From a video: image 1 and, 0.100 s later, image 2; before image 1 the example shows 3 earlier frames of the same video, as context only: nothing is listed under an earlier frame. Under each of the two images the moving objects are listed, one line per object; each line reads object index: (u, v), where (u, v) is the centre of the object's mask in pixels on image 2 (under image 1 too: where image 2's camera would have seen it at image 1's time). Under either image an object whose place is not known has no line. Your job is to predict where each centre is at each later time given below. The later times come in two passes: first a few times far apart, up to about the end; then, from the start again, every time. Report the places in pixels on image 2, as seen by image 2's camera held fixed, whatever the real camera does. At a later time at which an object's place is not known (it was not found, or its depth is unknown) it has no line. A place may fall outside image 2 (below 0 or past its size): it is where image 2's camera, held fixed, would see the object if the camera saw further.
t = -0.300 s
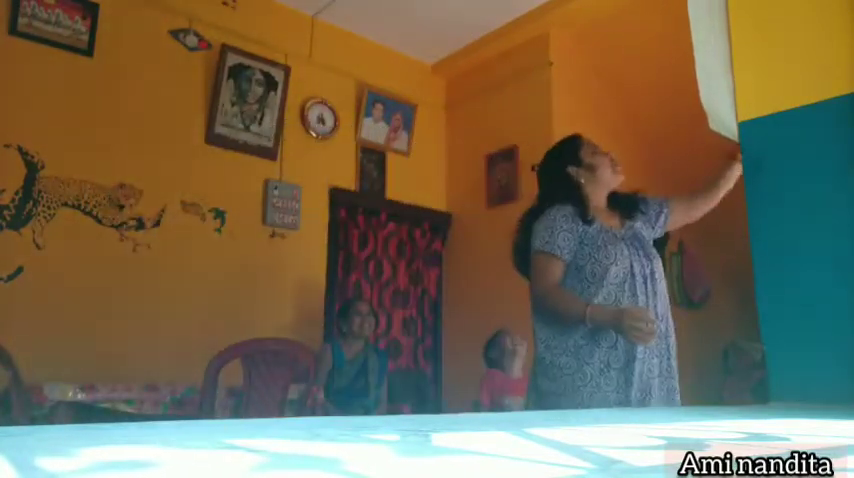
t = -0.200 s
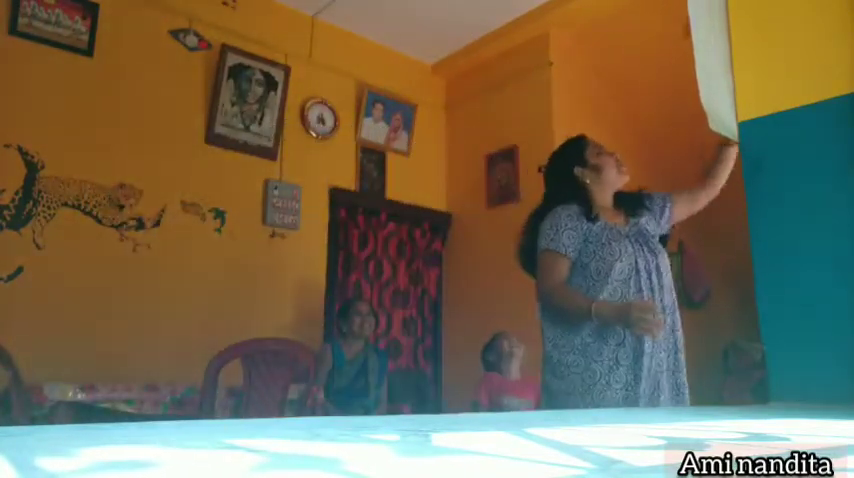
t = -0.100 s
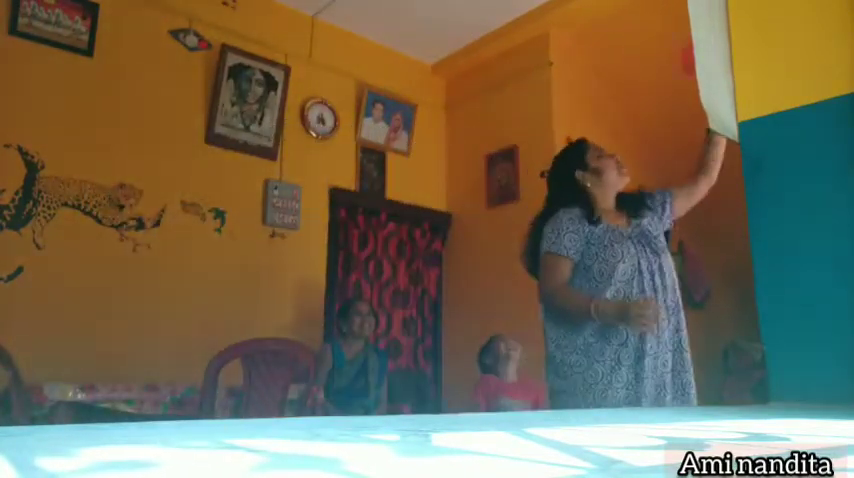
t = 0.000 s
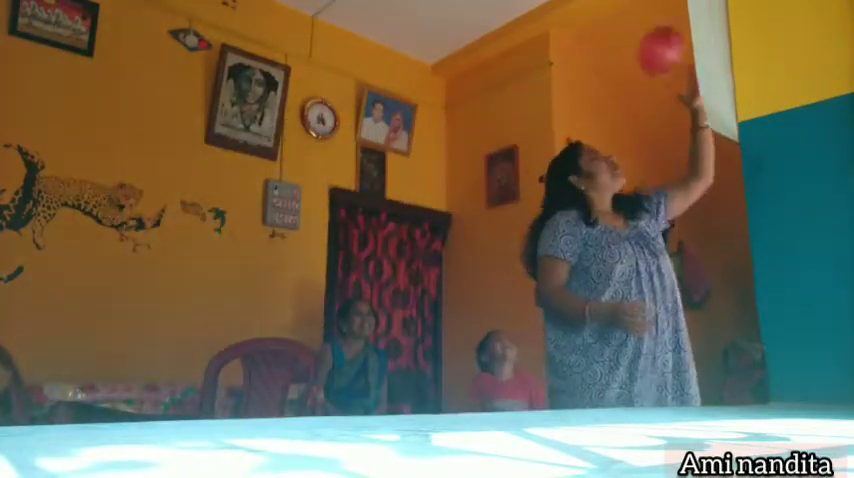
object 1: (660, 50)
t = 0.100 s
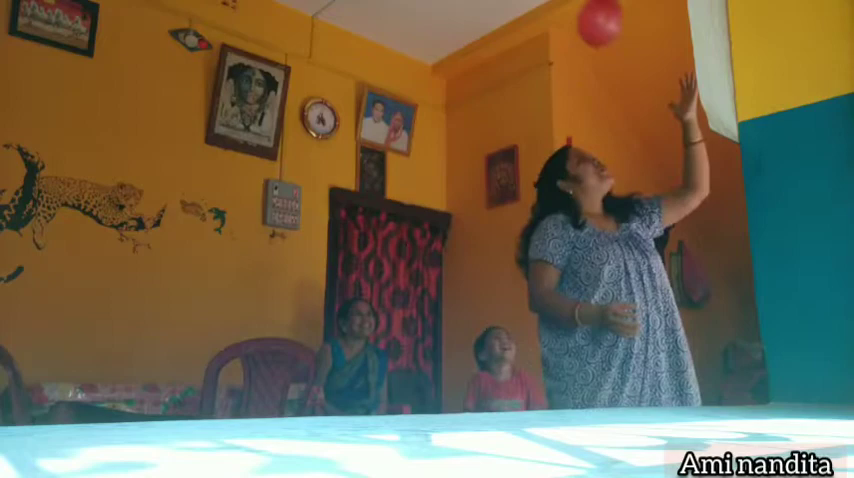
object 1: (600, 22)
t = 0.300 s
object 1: (554, 12)
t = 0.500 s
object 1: (537, 28)
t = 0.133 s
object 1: (586, 18)
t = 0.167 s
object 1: (575, 16)
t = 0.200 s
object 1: (567, 14)
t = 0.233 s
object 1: (561, 12)
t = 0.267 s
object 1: (557, 12)
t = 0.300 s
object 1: (554, 12)
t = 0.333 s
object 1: (550, 13)
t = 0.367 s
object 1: (548, 14)
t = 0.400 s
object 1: (545, 16)
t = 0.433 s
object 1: (542, 19)
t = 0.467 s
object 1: (540, 22)
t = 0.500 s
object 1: (537, 28)
